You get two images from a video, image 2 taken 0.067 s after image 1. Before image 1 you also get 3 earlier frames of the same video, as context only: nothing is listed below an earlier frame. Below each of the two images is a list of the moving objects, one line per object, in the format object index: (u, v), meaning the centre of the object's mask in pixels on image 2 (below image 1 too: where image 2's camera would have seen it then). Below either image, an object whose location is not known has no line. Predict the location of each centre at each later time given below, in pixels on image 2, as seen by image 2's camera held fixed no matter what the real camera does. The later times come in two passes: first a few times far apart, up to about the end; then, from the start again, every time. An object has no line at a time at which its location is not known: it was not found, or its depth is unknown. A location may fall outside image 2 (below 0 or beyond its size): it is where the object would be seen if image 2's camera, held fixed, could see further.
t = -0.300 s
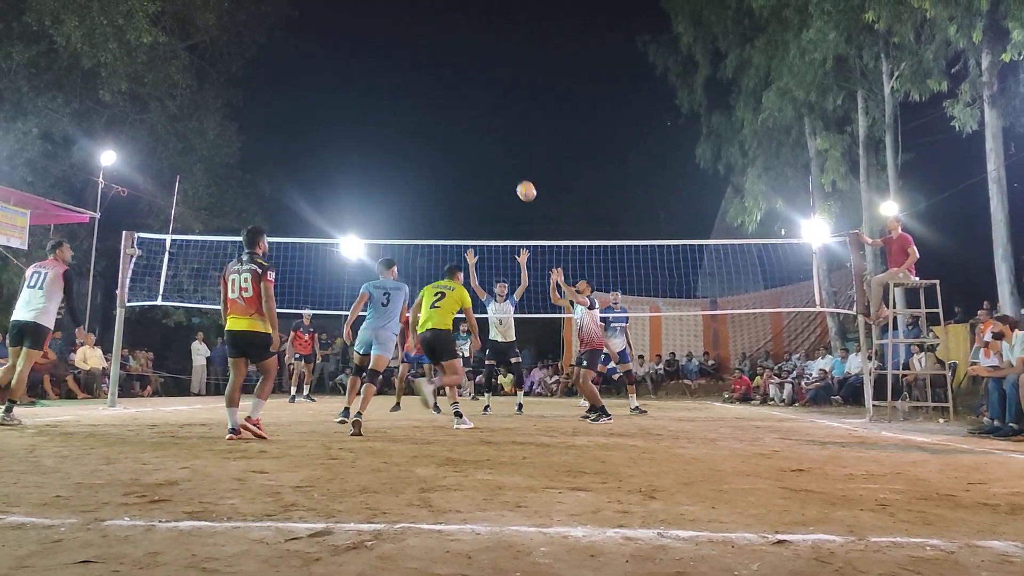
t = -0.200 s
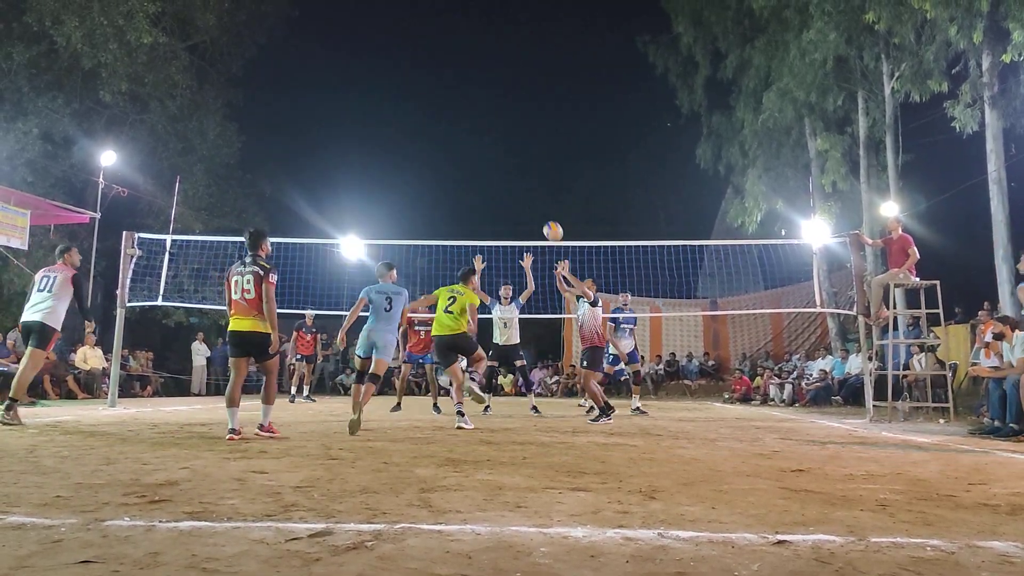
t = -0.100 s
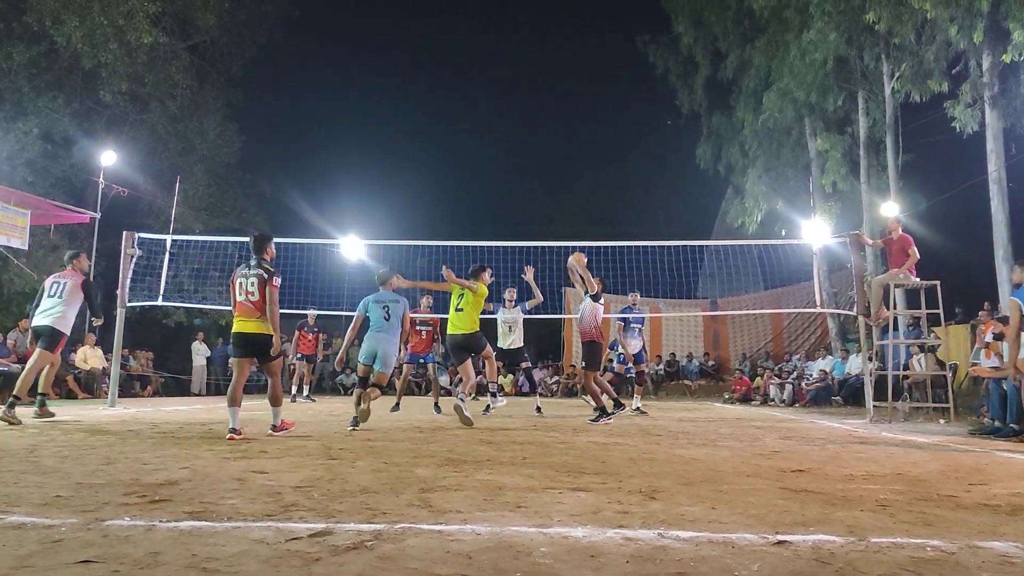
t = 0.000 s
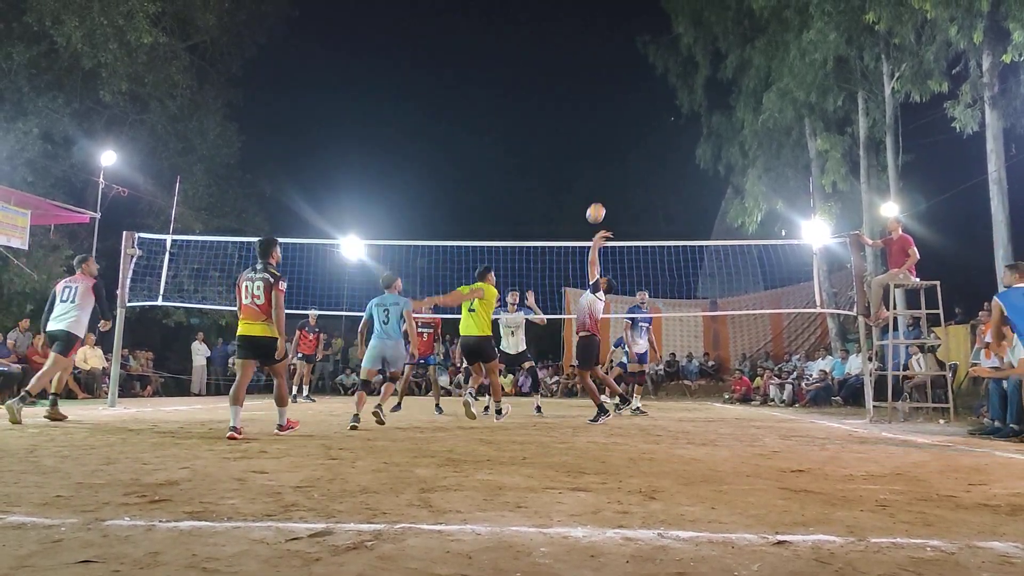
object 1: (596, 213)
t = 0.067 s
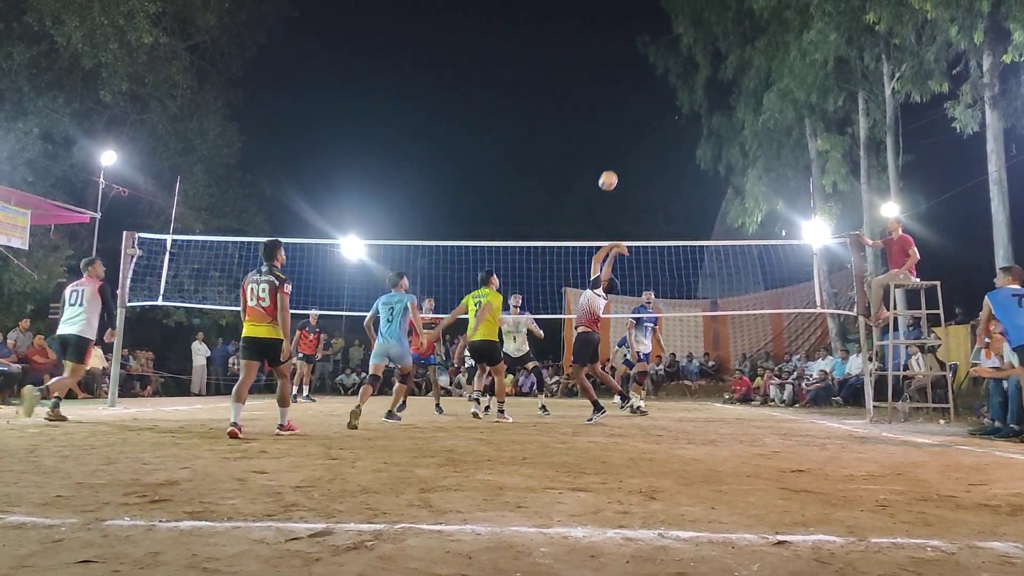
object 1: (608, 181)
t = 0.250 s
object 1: (640, 111)
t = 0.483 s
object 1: (678, 63)
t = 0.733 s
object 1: (717, 58)
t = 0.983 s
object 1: (757, 101)
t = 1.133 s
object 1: (780, 149)
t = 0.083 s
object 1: (611, 173)
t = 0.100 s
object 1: (614, 166)
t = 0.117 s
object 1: (617, 159)
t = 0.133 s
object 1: (620, 152)
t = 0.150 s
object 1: (623, 146)
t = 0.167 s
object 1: (626, 139)
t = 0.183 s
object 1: (628, 133)
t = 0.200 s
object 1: (631, 127)
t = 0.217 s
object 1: (634, 122)
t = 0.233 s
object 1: (637, 116)
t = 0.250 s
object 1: (640, 111)
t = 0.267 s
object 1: (643, 106)
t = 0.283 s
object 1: (646, 102)
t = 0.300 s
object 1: (648, 97)
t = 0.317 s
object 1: (651, 93)
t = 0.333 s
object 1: (654, 89)
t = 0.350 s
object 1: (657, 85)
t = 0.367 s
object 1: (659, 81)
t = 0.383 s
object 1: (662, 78)
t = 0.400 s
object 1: (665, 75)
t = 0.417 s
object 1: (667, 72)
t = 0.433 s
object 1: (670, 69)
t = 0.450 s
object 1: (673, 67)
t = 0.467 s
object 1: (675, 65)
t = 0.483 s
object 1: (678, 63)
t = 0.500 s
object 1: (681, 61)
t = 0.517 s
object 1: (684, 59)
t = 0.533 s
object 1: (686, 58)
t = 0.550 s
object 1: (689, 57)
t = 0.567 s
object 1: (691, 56)
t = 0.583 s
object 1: (694, 55)
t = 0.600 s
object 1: (697, 55)
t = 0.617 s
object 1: (699, 54)
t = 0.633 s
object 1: (702, 54)
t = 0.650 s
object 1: (705, 54)
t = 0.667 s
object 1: (707, 55)
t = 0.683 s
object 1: (710, 55)
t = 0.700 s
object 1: (712, 56)
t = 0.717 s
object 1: (715, 57)
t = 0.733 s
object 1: (717, 58)
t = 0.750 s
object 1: (720, 59)
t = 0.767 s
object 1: (723, 61)
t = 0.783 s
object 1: (725, 63)
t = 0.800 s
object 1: (728, 65)
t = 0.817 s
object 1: (731, 67)
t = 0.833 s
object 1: (733, 69)
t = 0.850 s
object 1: (736, 72)
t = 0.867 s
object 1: (739, 75)
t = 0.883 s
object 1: (741, 78)
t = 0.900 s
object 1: (744, 81)
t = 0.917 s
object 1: (747, 85)
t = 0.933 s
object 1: (749, 88)
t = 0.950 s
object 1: (752, 92)
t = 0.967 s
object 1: (754, 97)
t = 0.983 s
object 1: (757, 101)
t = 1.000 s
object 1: (759, 106)
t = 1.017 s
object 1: (762, 110)
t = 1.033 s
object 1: (765, 115)
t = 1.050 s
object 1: (767, 121)
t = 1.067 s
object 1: (769, 126)
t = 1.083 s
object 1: (772, 131)
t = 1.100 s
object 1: (775, 137)
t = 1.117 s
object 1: (777, 143)
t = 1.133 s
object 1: (780, 149)
